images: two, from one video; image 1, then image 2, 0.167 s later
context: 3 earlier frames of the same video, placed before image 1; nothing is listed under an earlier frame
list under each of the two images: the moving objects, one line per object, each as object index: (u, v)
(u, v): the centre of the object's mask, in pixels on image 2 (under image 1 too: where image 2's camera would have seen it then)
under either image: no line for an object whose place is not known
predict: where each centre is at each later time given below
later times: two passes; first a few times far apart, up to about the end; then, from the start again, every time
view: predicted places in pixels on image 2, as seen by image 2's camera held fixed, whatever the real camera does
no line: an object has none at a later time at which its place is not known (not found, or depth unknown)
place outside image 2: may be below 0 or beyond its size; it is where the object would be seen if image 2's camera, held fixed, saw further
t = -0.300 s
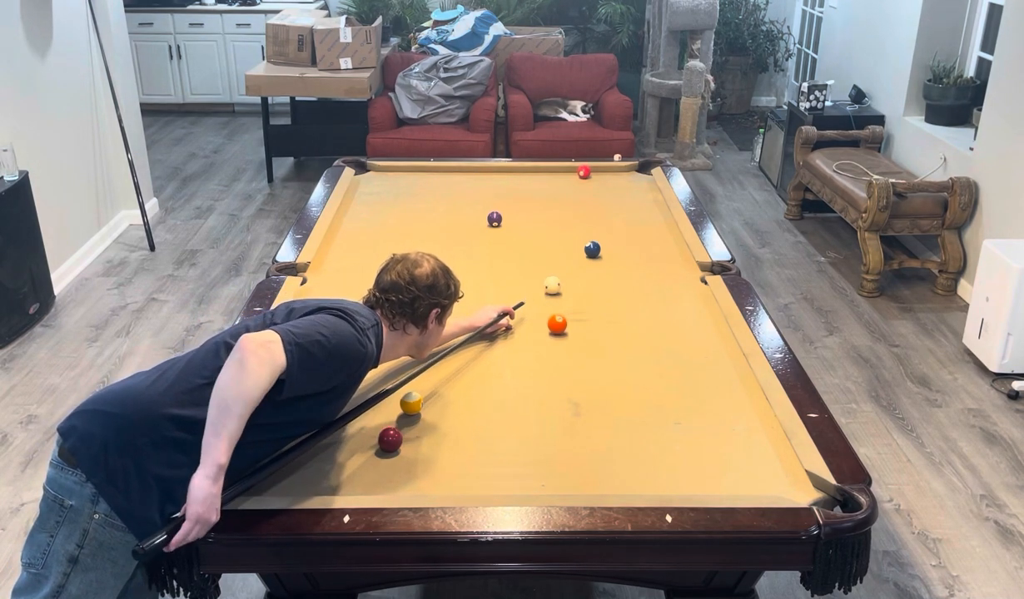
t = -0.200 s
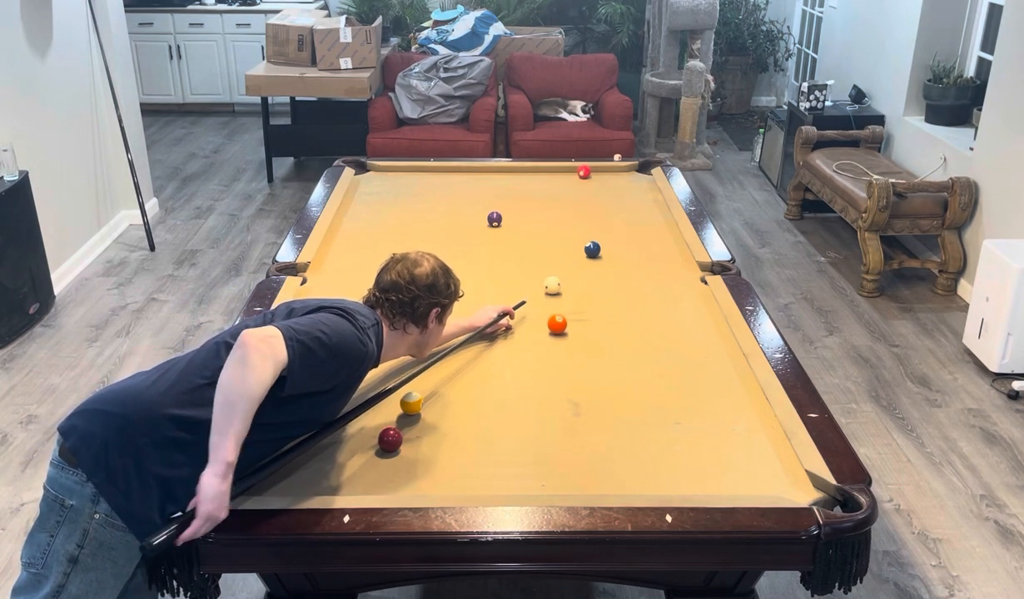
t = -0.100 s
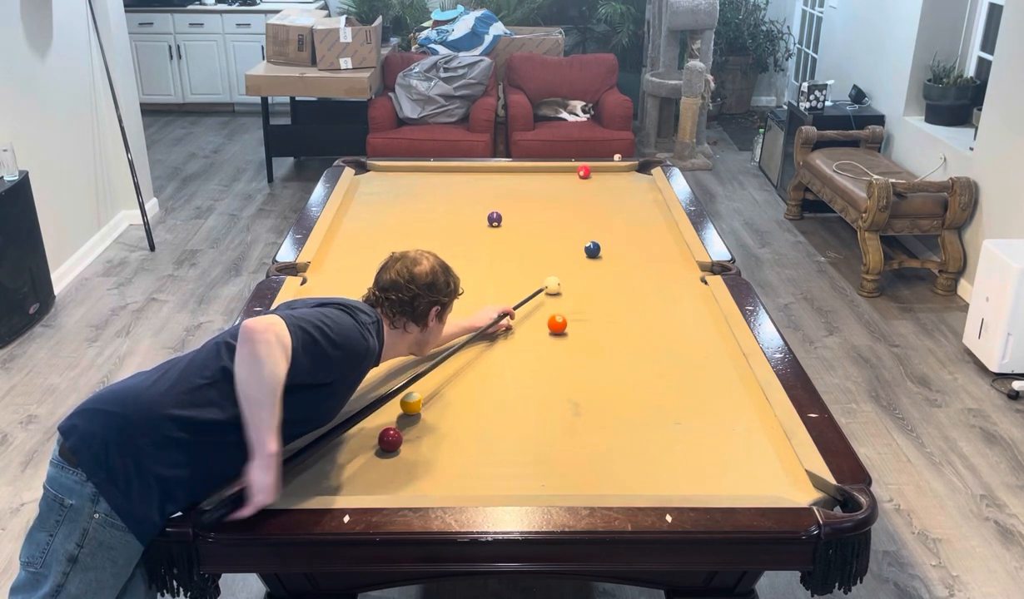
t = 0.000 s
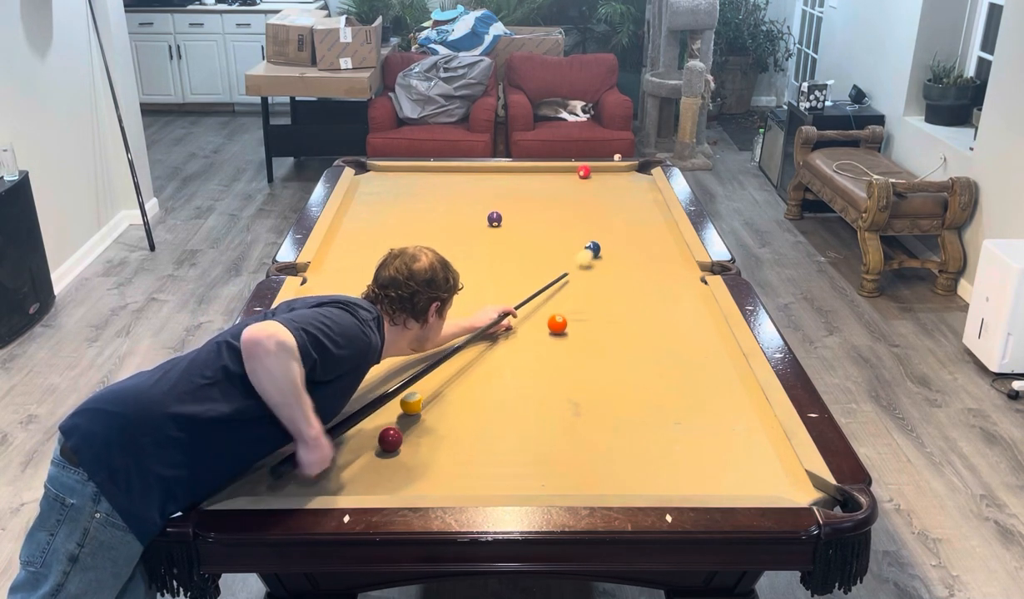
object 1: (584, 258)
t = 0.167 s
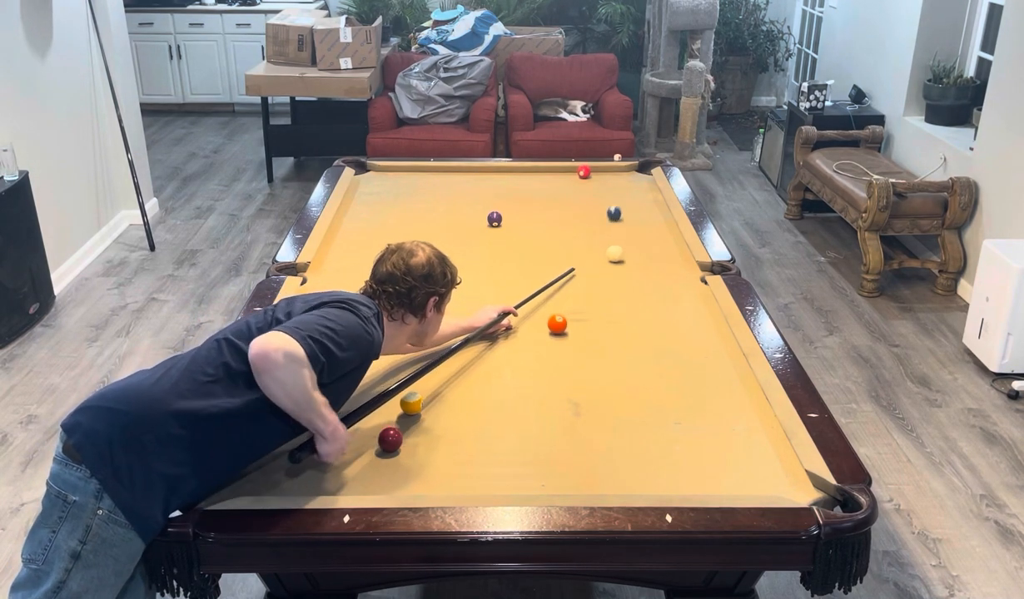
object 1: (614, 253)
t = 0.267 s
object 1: (631, 251)
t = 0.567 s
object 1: (675, 239)
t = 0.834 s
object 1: (649, 232)
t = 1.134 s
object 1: (625, 226)
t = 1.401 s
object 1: (606, 220)
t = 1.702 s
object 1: (586, 215)
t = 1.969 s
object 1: (571, 211)
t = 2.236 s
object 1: (557, 207)
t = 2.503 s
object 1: (544, 203)
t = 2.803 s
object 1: (531, 200)
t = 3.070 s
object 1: (521, 197)
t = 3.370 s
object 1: (511, 195)
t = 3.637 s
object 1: (505, 193)
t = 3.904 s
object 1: (499, 192)
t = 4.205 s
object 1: (494, 190)
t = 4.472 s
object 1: (491, 190)
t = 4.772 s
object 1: (489, 189)
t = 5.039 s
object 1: (488, 188)
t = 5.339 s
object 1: (488, 188)
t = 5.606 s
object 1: (488, 188)
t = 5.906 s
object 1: (488, 188)
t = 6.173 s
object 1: (488, 188)
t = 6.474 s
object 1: (488, 188)
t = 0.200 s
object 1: (620, 253)
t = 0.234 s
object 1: (626, 252)
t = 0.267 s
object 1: (631, 251)
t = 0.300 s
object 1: (637, 249)
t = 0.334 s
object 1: (643, 248)
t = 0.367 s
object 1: (648, 247)
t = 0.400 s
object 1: (653, 245)
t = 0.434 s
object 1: (658, 244)
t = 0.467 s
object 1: (664, 243)
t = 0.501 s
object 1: (669, 241)
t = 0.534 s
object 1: (674, 240)
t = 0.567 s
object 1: (675, 239)
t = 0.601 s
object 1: (671, 238)
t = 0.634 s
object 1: (667, 237)
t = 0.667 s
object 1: (664, 236)
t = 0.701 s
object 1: (661, 236)
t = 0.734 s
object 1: (658, 235)
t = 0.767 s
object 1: (655, 234)
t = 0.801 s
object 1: (652, 233)
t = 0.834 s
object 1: (649, 232)
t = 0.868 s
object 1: (646, 231)
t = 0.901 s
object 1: (644, 231)
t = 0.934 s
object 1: (641, 230)
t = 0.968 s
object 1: (639, 229)
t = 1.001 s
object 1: (636, 229)
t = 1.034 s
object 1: (633, 228)
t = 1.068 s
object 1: (630, 227)
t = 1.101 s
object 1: (628, 226)
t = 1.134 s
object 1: (625, 226)
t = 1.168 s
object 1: (623, 225)
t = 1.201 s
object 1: (620, 224)
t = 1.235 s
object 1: (618, 224)
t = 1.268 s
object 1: (615, 223)
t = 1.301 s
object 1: (613, 222)
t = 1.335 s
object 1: (611, 222)
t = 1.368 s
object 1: (608, 221)
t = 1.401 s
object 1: (606, 220)
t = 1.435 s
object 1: (604, 220)
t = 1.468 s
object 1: (601, 219)
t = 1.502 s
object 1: (599, 219)
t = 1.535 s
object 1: (597, 218)
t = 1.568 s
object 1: (595, 217)
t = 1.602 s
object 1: (593, 217)
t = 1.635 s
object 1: (591, 216)
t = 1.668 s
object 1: (589, 216)
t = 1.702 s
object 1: (586, 215)
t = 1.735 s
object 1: (585, 215)
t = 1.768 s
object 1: (582, 214)
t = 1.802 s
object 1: (580, 213)
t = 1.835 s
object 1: (578, 213)
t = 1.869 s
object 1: (577, 212)
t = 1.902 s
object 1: (575, 212)
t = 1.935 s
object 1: (573, 211)
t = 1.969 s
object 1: (571, 211)
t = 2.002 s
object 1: (569, 210)
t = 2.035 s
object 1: (567, 210)
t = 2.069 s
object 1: (565, 209)
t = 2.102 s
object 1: (564, 209)
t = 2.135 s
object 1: (562, 208)
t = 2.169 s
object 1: (560, 208)
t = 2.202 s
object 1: (558, 208)
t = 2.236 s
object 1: (557, 207)
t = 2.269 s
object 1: (555, 207)
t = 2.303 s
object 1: (554, 206)
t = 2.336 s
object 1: (552, 206)
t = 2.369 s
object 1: (550, 205)
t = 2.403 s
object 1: (548, 205)
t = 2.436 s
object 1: (547, 204)
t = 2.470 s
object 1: (545, 204)
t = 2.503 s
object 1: (544, 203)
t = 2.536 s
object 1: (542, 203)
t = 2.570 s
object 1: (541, 203)
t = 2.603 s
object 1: (539, 202)
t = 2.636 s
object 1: (538, 202)
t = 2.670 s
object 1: (536, 201)
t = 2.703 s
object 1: (535, 201)
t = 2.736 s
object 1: (534, 201)
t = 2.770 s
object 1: (532, 200)
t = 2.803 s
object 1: (531, 200)
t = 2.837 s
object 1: (530, 200)
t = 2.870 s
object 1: (529, 199)
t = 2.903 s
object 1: (527, 199)
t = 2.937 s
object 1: (526, 199)
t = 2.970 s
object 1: (525, 198)
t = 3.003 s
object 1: (523, 198)
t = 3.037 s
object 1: (522, 198)
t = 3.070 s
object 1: (521, 197)
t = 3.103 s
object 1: (520, 197)
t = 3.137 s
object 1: (519, 197)
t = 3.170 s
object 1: (518, 197)
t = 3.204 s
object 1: (517, 196)
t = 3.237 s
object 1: (516, 196)
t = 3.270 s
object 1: (515, 196)
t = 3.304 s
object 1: (514, 196)
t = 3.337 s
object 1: (513, 195)
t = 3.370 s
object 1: (511, 195)
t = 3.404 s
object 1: (511, 195)
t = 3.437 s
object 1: (510, 195)
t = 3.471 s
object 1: (509, 194)
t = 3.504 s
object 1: (508, 194)
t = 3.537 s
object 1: (507, 194)
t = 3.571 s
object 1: (506, 194)
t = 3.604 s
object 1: (506, 193)
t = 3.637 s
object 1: (505, 193)
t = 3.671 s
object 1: (504, 193)
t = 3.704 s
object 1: (503, 193)
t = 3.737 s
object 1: (502, 193)
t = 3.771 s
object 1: (502, 192)
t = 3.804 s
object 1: (501, 192)
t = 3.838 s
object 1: (501, 192)
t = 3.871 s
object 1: (500, 192)
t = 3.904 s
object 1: (499, 192)
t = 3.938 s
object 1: (499, 191)
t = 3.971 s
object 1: (498, 191)
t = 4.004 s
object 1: (497, 191)
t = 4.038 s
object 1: (497, 191)
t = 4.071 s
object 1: (496, 191)
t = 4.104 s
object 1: (496, 191)
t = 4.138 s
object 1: (495, 191)
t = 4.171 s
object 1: (495, 191)
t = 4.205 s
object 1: (494, 190)
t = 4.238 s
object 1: (494, 190)
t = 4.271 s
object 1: (493, 190)
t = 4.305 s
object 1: (493, 190)
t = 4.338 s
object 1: (492, 190)
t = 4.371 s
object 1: (492, 190)
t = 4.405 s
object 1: (491, 190)
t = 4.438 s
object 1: (491, 190)
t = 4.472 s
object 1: (491, 190)
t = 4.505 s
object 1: (491, 189)
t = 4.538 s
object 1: (490, 189)
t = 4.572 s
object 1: (490, 189)
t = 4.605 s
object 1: (490, 189)
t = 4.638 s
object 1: (490, 189)
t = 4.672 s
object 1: (489, 189)
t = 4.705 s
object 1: (489, 189)
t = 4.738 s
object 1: (489, 189)
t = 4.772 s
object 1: (489, 189)
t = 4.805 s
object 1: (489, 189)
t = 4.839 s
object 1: (488, 189)
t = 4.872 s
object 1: (488, 189)
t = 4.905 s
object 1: (488, 188)
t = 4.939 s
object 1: (488, 188)
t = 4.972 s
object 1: (488, 188)
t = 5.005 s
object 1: (488, 188)
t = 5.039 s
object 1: (488, 188)
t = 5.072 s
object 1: (488, 188)
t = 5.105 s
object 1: (488, 188)
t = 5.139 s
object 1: (488, 188)
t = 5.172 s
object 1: (488, 188)
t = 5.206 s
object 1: (488, 188)
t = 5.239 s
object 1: (488, 188)
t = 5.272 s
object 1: (488, 188)
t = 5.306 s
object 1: (488, 188)
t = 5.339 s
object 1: (488, 188)
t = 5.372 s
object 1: (488, 188)
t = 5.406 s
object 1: (488, 188)
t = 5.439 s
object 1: (488, 188)
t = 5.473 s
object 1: (488, 188)
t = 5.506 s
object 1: (488, 188)
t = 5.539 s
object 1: (488, 188)
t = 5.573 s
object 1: (488, 188)
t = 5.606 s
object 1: (488, 188)
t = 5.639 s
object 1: (488, 188)
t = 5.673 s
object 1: (488, 188)
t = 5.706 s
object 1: (488, 188)
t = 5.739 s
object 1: (488, 188)
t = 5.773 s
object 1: (488, 188)
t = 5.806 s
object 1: (488, 188)
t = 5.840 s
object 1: (488, 188)
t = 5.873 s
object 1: (488, 188)
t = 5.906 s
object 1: (488, 188)
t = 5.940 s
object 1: (488, 188)
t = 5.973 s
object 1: (488, 188)
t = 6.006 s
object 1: (488, 188)
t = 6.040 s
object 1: (488, 188)
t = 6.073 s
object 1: (488, 188)
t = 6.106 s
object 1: (488, 188)
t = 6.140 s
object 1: (488, 188)
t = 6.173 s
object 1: (488, 188)
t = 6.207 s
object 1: (488, 188)
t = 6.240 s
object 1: (488, 188)
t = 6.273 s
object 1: (488, 188)
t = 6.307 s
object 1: (488, 188)
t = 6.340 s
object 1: (488, 188)
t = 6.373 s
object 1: (488, 188)
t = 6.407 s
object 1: (488, 188)
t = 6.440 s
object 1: (488, 188)
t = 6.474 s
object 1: (488, 188)
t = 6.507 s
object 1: (488, 188)
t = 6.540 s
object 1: (488, 188)
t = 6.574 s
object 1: (488, 188)
